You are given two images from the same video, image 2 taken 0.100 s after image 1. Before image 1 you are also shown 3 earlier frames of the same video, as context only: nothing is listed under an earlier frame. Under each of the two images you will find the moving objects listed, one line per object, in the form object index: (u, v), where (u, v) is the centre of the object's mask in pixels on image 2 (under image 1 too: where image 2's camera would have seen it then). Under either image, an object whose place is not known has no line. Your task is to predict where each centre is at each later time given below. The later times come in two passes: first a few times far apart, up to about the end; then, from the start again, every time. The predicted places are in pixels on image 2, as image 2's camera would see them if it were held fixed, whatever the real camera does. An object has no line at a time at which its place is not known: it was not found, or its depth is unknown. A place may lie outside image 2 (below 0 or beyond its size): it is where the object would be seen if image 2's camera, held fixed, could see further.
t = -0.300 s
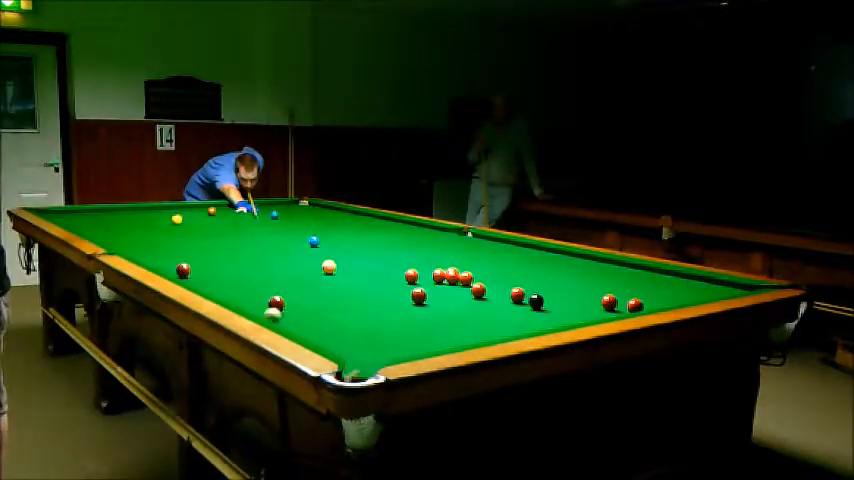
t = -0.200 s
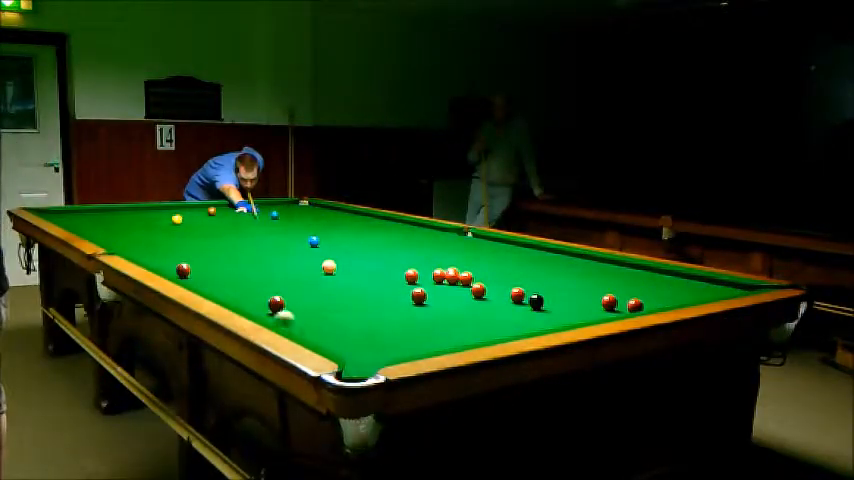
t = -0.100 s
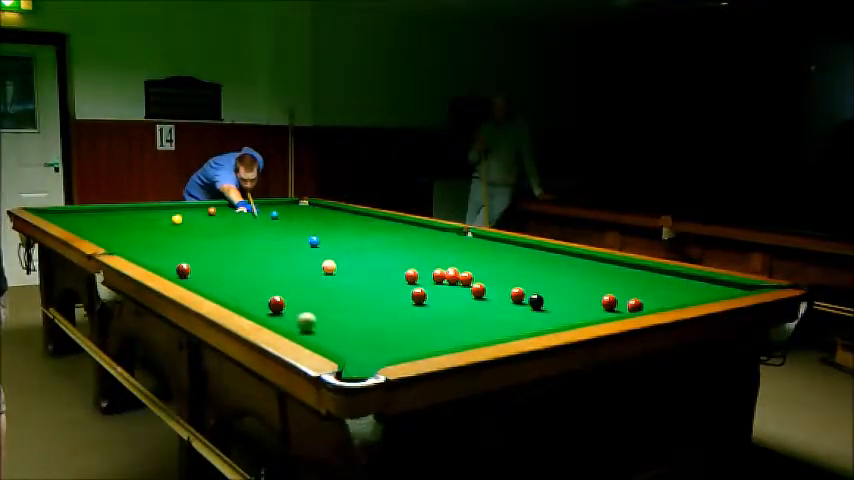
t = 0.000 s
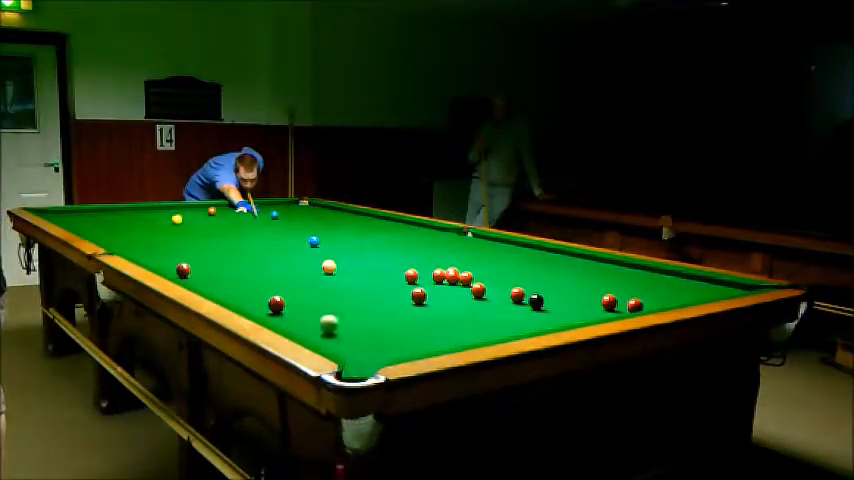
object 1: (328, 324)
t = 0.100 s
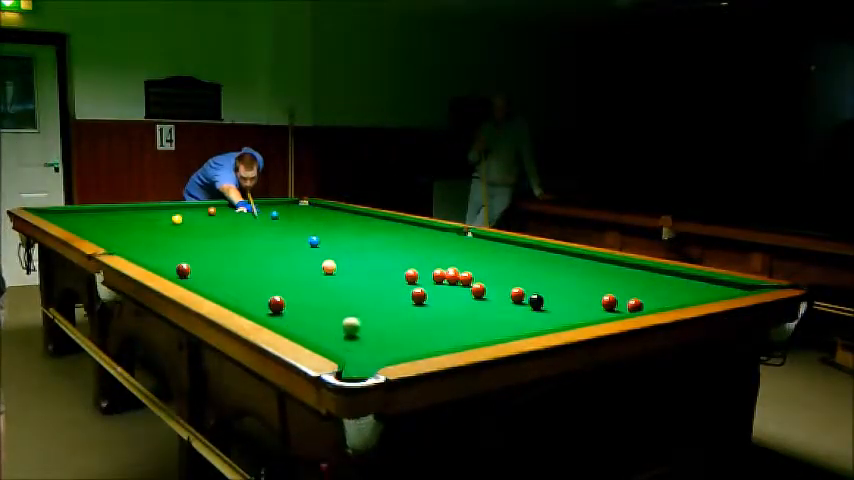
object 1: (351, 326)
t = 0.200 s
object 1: (373, 329)
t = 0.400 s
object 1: (419, 334)
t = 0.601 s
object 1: (464, 337)
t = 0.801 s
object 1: (485, 334)
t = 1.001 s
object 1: (484, 329)
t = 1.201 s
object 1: (482, 320)
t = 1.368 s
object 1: (482, 314)
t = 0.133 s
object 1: (359, 327)
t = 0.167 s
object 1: (366, 328)
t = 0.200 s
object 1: (373, 329)
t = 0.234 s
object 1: (381, 330)
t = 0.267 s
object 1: (388, 331)
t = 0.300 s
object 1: (396, 331)
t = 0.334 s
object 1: (404, 332)
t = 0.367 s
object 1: (411, 333)
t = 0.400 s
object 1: (419, 334)
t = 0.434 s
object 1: (426, 335)
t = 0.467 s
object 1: (434, 336)
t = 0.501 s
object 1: (441, 337)
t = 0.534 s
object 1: (449, 337)
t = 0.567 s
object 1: (456, 337)
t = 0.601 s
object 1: (464, 337)
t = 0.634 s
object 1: (471, 336)
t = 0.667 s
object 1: (478, 337)
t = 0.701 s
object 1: (485, 336)
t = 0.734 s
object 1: (485, 335)
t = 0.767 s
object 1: (485, 335)
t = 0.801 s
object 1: (485, 334)
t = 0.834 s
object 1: (485, 333)
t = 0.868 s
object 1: (484, 332)
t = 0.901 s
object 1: (484, 331)
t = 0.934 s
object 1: (484, 330)
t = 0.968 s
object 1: (484, 330)
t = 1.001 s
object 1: (484, 329)
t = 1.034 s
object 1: (483, 327)
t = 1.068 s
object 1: (483, 326)
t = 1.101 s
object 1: (483, 324)
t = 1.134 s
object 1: (483, 323)
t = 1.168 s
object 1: (482, 322)
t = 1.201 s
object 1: (482, 320)
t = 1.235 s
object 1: (482, 319)
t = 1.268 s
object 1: (482, 318)
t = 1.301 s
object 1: (482, 317)
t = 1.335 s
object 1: (482, 316)
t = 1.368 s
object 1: (482, 314)
